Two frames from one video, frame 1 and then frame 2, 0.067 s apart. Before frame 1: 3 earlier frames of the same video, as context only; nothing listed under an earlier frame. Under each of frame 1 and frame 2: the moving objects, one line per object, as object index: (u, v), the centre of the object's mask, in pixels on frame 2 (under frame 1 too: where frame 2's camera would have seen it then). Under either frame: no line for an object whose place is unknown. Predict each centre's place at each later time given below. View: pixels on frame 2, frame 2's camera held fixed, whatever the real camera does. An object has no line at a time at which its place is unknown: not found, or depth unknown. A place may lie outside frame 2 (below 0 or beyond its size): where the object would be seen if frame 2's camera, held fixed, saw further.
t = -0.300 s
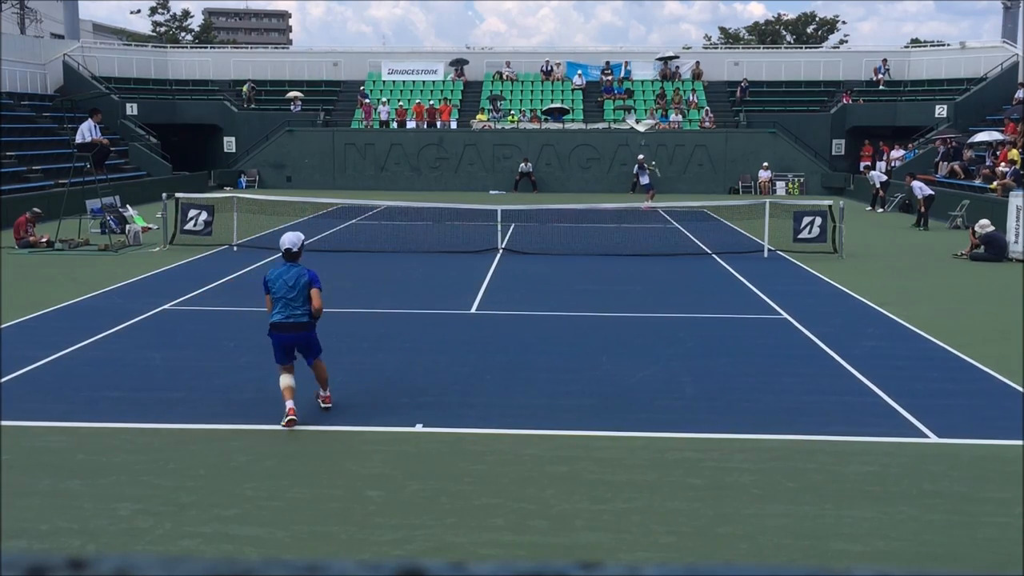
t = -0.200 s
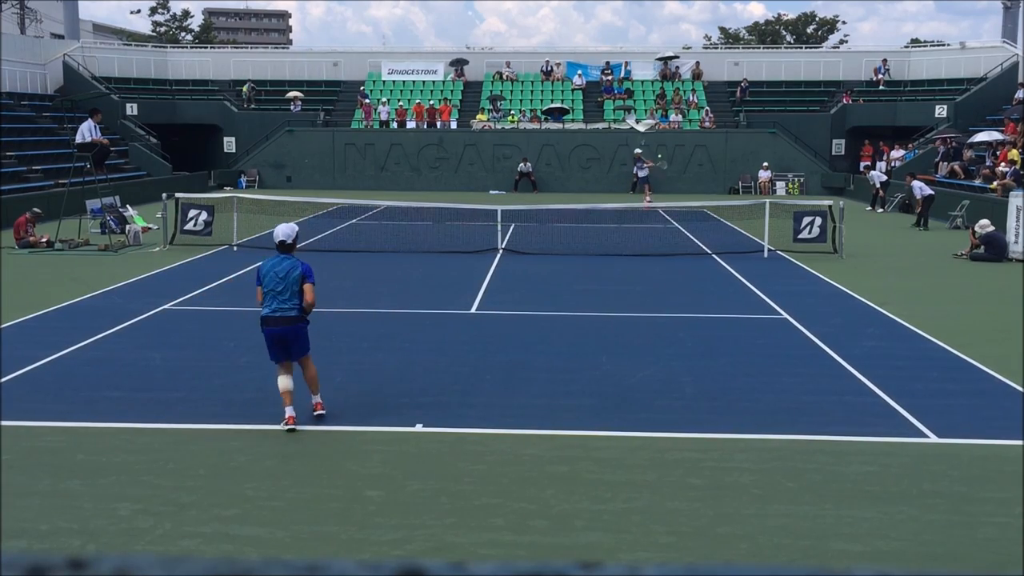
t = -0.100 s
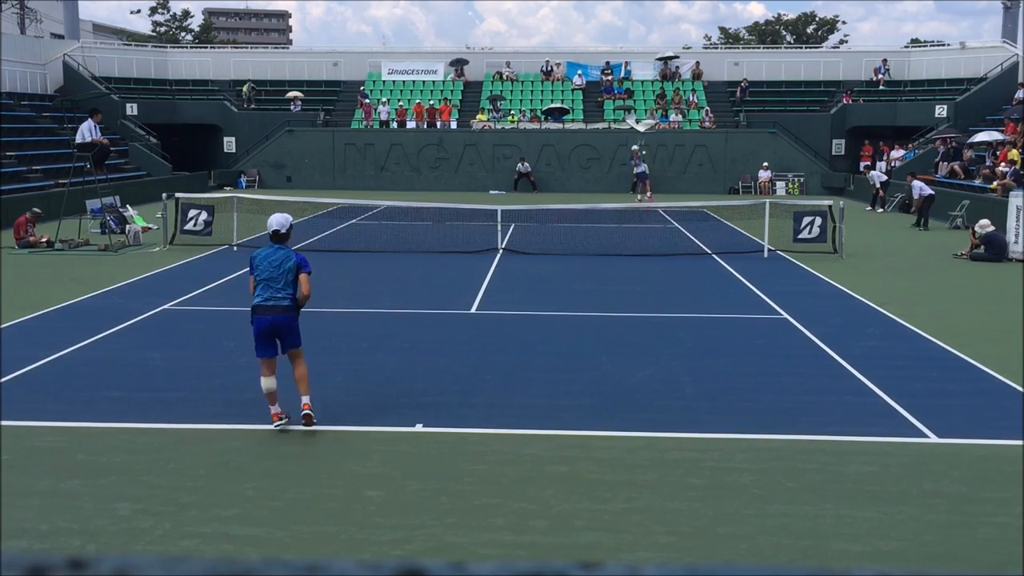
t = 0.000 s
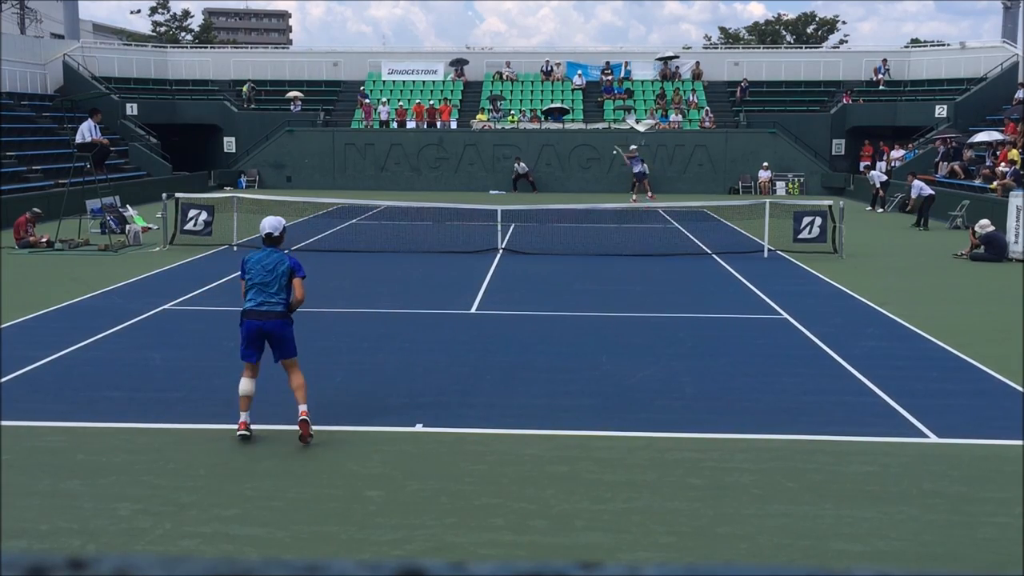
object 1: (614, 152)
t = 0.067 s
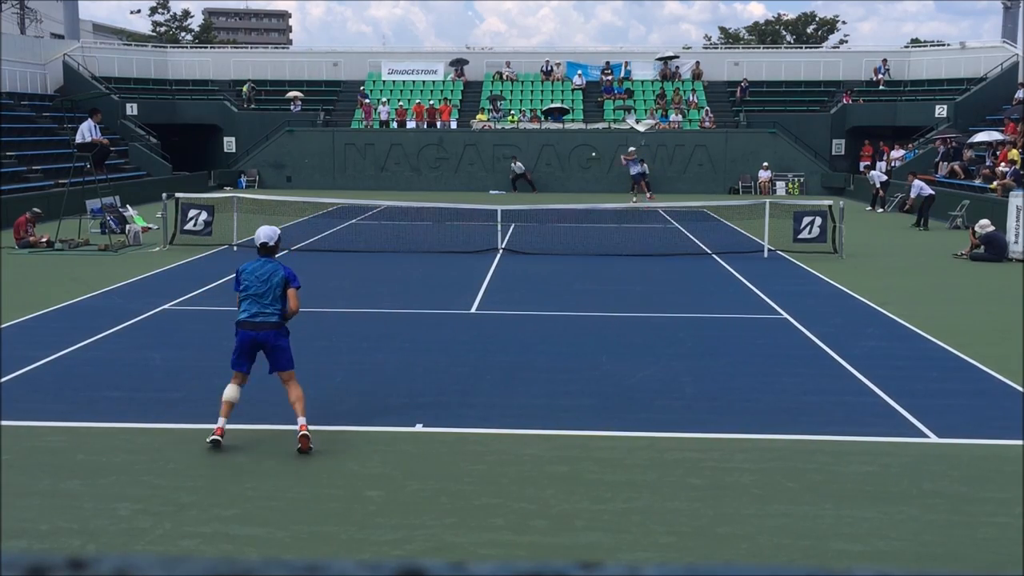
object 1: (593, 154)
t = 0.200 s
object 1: (547, 165)
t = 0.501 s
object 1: (418, 240)
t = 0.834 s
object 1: (260, 253)
